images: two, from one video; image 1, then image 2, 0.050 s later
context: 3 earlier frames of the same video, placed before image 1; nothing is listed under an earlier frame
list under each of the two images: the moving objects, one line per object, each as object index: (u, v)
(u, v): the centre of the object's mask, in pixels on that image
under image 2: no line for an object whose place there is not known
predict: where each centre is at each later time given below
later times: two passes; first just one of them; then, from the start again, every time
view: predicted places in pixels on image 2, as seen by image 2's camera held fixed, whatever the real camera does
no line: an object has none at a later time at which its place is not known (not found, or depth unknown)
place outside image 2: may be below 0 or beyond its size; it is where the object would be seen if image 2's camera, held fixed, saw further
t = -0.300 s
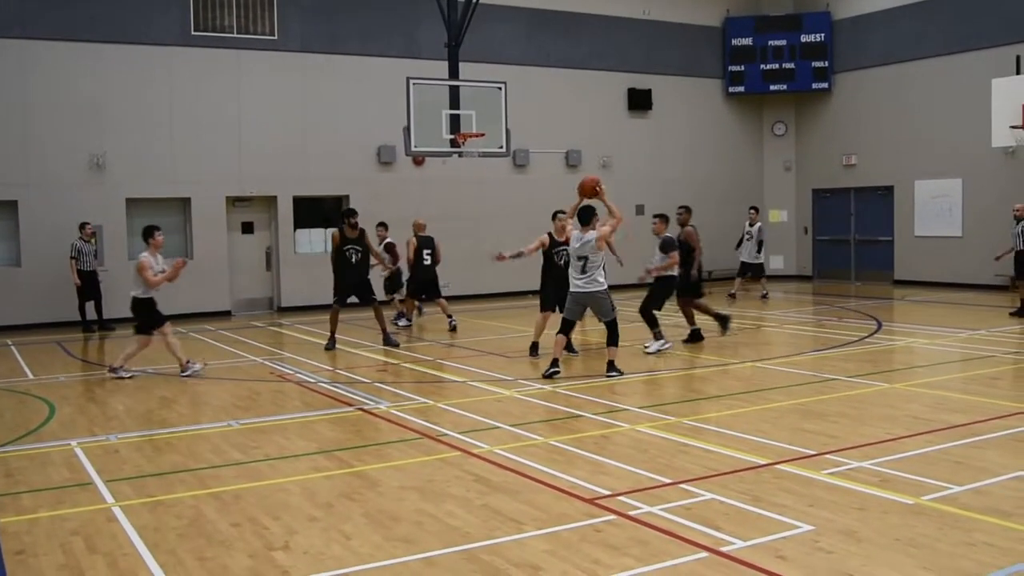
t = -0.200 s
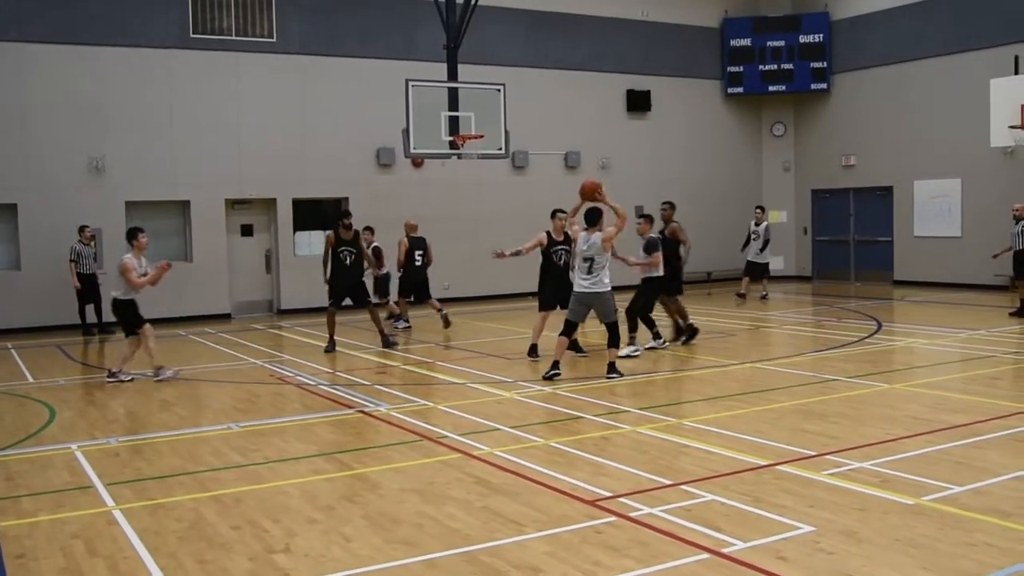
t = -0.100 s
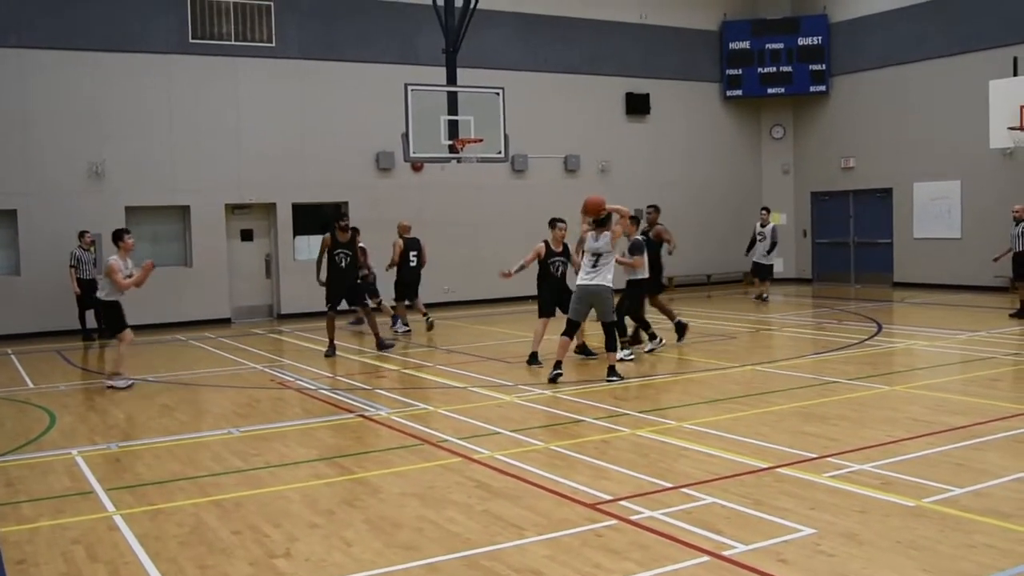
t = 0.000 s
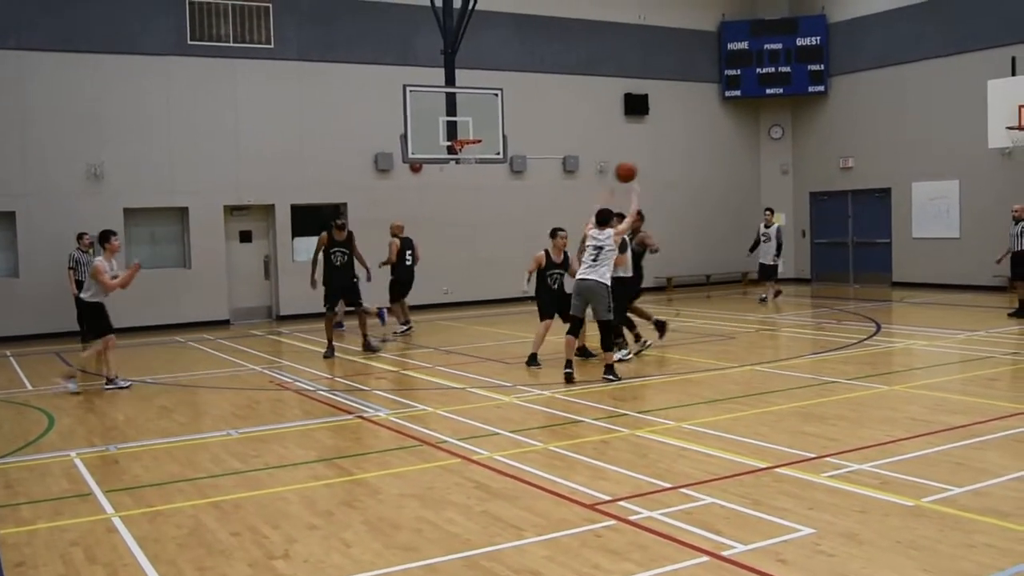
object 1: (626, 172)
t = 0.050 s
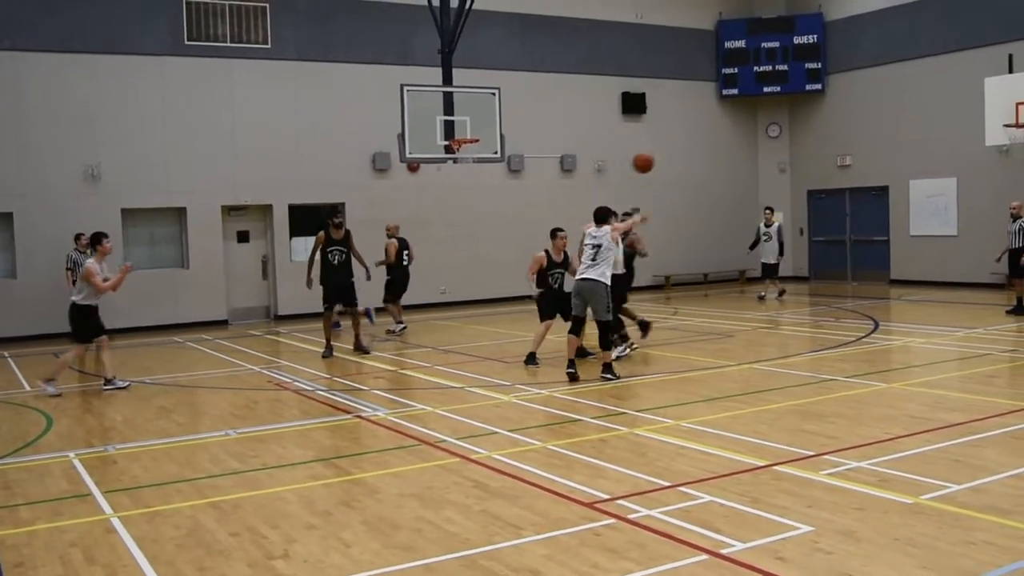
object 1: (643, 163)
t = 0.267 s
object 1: (710, 157)
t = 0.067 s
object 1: (649, 161)
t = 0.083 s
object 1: (655, 159)
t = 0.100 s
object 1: (661, 157)
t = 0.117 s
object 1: (667, 156)
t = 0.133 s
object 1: (672, 155)
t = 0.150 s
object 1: (678, 155)
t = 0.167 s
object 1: (683, 154)
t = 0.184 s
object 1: (687, 154)
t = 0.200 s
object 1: (692, 155)
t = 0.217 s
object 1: (697, 155)
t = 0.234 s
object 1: (701, 156)
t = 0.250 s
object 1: (706, 157)
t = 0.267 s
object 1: (710, 157)
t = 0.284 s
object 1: (713, 159)
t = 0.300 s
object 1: (717, 160)
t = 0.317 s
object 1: (721, 161)
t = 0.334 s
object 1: (725, 163)
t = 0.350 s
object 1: (728, 165)
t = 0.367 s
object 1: (732, 167)
